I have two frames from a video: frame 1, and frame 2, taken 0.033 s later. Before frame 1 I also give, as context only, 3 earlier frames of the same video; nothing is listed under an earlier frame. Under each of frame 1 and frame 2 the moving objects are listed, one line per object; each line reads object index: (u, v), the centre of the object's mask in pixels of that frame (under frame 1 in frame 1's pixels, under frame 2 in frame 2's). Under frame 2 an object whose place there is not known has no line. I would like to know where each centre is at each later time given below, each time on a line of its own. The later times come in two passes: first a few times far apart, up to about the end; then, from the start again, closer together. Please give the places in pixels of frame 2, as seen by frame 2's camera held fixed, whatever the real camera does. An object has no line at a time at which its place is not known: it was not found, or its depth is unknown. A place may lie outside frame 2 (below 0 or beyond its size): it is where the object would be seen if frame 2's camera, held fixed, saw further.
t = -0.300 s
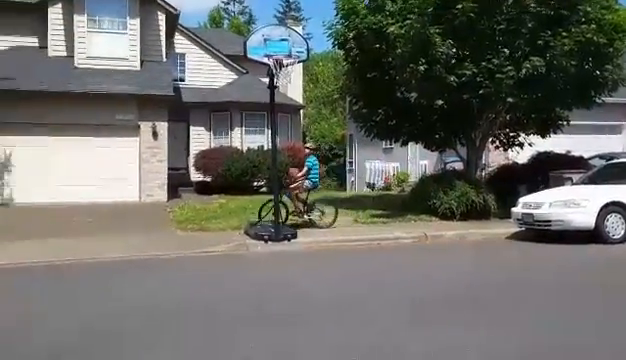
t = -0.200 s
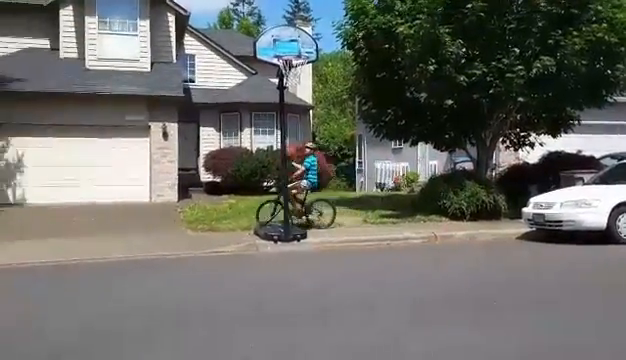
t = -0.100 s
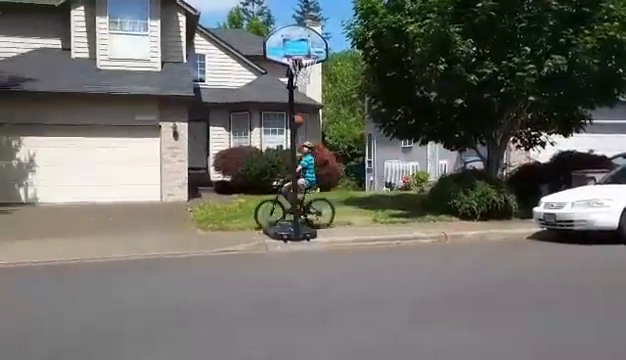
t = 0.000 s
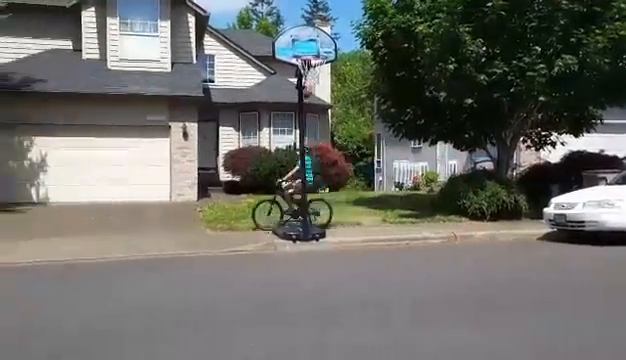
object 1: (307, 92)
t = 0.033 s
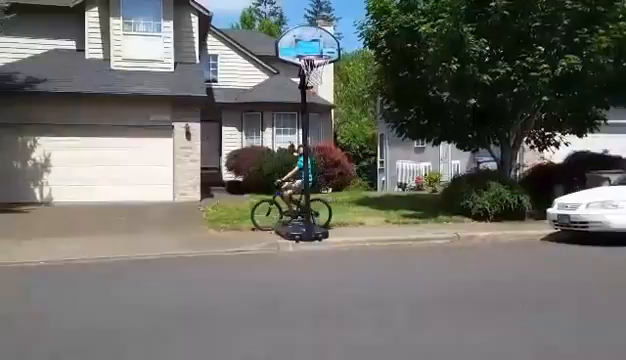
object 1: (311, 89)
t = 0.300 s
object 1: (307, 24)
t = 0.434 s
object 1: (307, 12)
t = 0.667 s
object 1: (306, 8)
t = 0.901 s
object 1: (304, 39)
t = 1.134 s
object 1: (304, 113)
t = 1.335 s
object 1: (304, 218)
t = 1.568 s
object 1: (295, 176)
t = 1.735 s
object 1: (288, 115)
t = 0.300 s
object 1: (307, 24)
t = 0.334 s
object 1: (308, 21)
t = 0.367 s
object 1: (307, 20)
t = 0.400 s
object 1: (307, 15)
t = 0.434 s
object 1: (307, 12)
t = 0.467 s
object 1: (307, 10)
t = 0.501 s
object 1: (307, 8)
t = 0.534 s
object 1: (307, 7)
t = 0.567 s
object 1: (307, 7)
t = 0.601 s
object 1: (307, 7)
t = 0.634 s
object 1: (307, 7)
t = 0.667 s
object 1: (306, 8)
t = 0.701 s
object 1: (306, 10)
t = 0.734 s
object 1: (306, 13)
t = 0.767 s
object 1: (306, 17)
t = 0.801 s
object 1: (305, 22)
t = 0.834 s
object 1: (305, 26)
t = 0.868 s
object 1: (305, 33)
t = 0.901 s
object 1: (304, 39)
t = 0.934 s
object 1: (304, 47)
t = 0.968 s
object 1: (304, 56)
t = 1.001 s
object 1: (305, 66)
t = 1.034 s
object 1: (304, 75)
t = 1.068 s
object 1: (304, 88)
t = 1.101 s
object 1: (303, 99)
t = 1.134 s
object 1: (304, 113)
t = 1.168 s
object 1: (303, 127)
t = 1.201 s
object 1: (304, 142)
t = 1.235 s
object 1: (303, 159)
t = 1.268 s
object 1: (304, 176)
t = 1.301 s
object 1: (304, 197)
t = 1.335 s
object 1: (304, 218)
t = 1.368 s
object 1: (304, 241)
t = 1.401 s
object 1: (305, 256)
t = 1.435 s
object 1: (303, 238)
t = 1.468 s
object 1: (301, 220)
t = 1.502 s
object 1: (299, 205)
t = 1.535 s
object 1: (297, 191)
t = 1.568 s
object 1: (295, 176)
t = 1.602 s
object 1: (293, 160)
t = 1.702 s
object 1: (288, 125)
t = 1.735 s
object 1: (288, 115)
